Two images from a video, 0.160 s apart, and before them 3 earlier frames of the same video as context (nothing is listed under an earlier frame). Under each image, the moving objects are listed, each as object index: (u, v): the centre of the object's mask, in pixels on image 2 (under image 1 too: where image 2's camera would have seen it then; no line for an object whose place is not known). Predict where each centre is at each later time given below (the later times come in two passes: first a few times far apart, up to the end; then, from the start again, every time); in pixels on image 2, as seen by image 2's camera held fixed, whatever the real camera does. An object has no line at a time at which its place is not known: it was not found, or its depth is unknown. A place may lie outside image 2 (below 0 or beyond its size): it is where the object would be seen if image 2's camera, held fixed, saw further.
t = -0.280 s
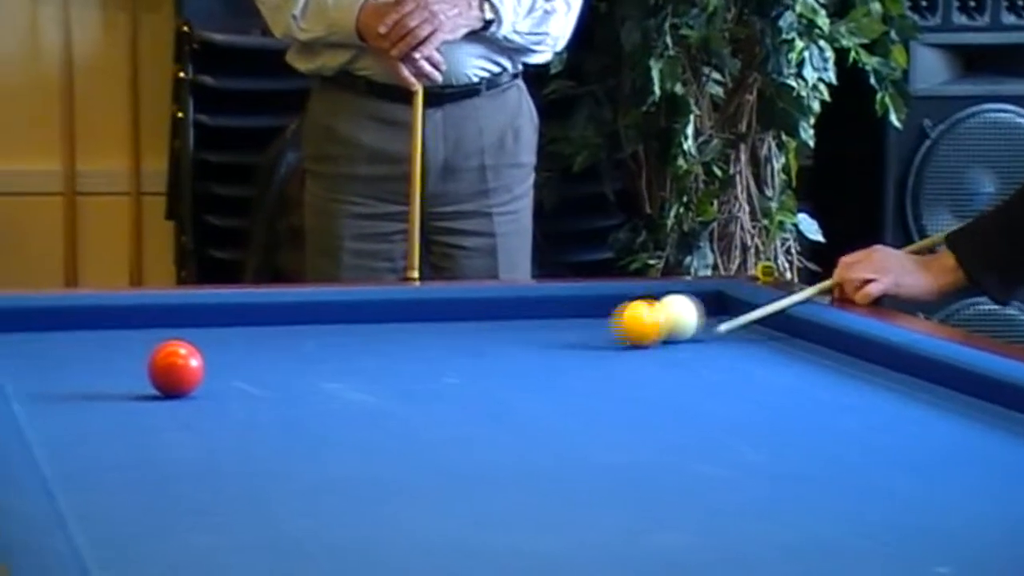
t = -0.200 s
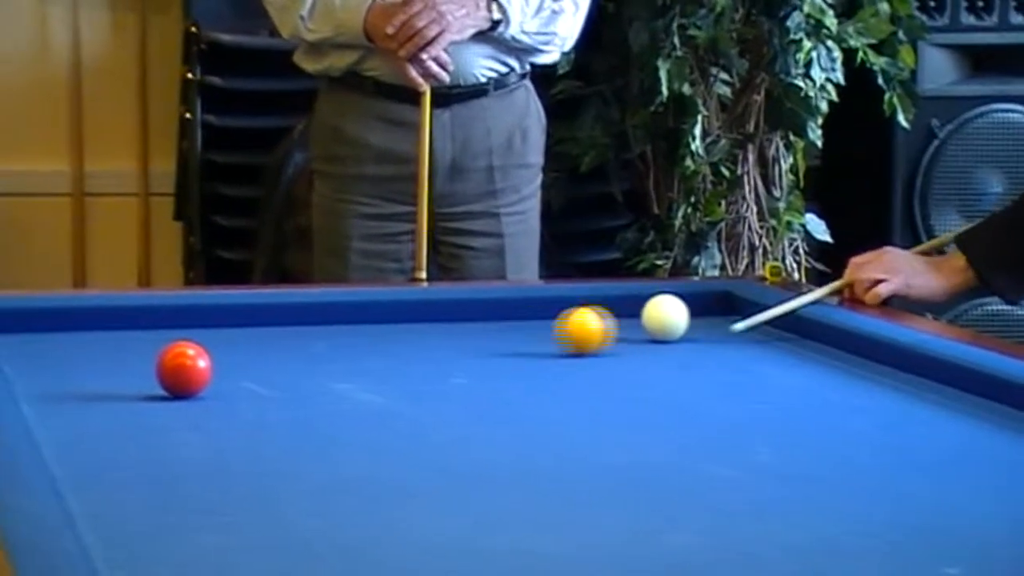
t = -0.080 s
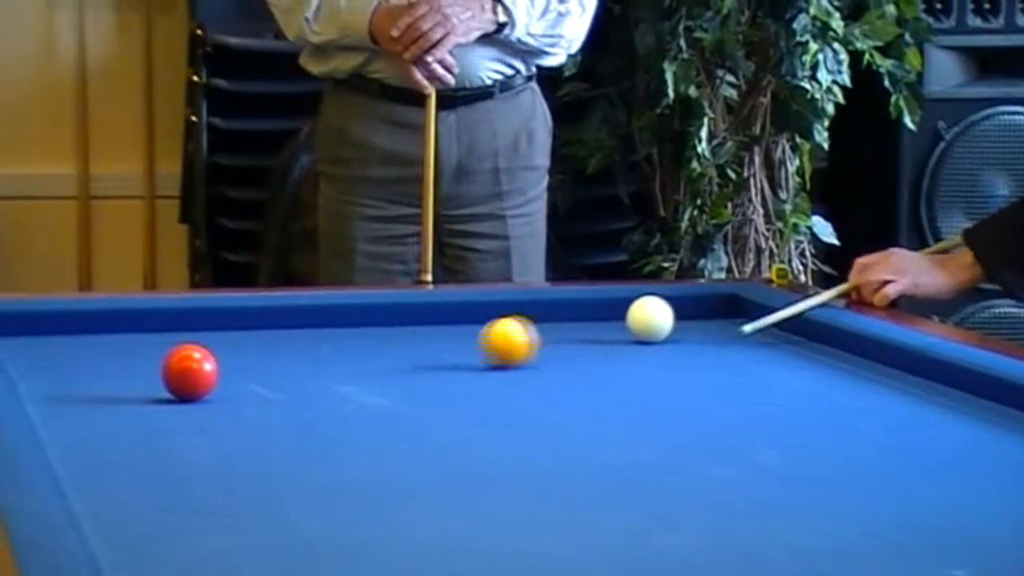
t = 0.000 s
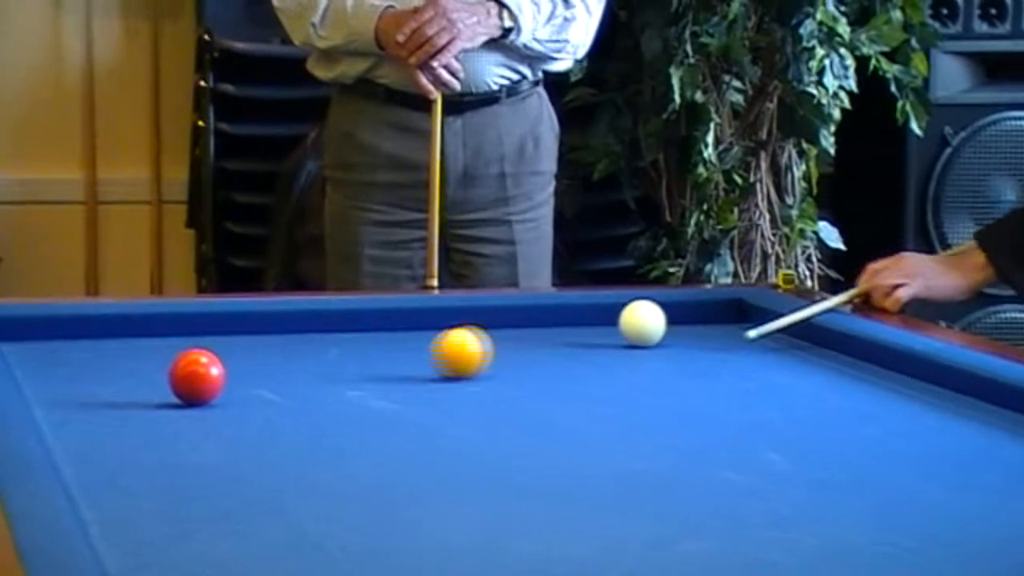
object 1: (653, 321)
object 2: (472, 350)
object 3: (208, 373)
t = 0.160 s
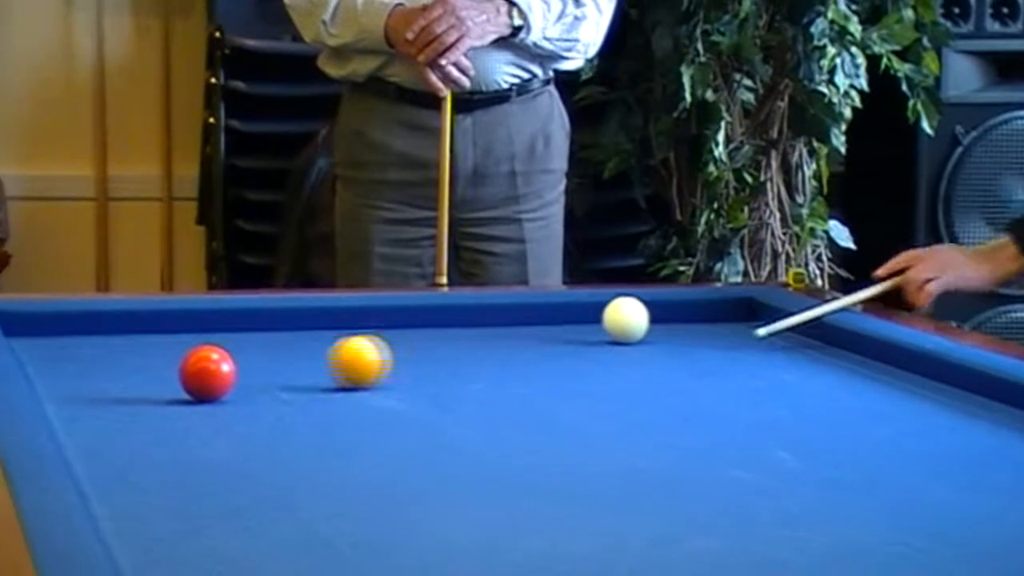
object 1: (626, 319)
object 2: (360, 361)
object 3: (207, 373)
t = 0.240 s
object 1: (613, 319)
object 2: (300, 367)
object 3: (207, 373)
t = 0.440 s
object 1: (581, 317)
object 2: (250, 380)
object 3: (109, 377)
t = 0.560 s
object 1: (562, 316)
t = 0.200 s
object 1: (619, 319)
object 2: (330, 364)
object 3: (207, 373)
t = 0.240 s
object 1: (613, 319)
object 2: (300, 367)
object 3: (207, 373)
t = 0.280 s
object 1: (606, 319)
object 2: (270, 370)
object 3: (206, 372)
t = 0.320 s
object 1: (600, 318)
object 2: (263, 373)
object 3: (182, 373)
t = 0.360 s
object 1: (594, 318)
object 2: (260, 375)
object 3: (154, 374)
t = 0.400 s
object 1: (587, 318)
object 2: (255, 377)
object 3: (129, 376)
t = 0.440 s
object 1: (581, 317)
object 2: (250, 380)
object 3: (109, 377)
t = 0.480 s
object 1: (575, 316)
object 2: (245, 382)
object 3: (87, 378)
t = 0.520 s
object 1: (569, 316)
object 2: (240, 385)
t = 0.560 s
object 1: (562, 316)
